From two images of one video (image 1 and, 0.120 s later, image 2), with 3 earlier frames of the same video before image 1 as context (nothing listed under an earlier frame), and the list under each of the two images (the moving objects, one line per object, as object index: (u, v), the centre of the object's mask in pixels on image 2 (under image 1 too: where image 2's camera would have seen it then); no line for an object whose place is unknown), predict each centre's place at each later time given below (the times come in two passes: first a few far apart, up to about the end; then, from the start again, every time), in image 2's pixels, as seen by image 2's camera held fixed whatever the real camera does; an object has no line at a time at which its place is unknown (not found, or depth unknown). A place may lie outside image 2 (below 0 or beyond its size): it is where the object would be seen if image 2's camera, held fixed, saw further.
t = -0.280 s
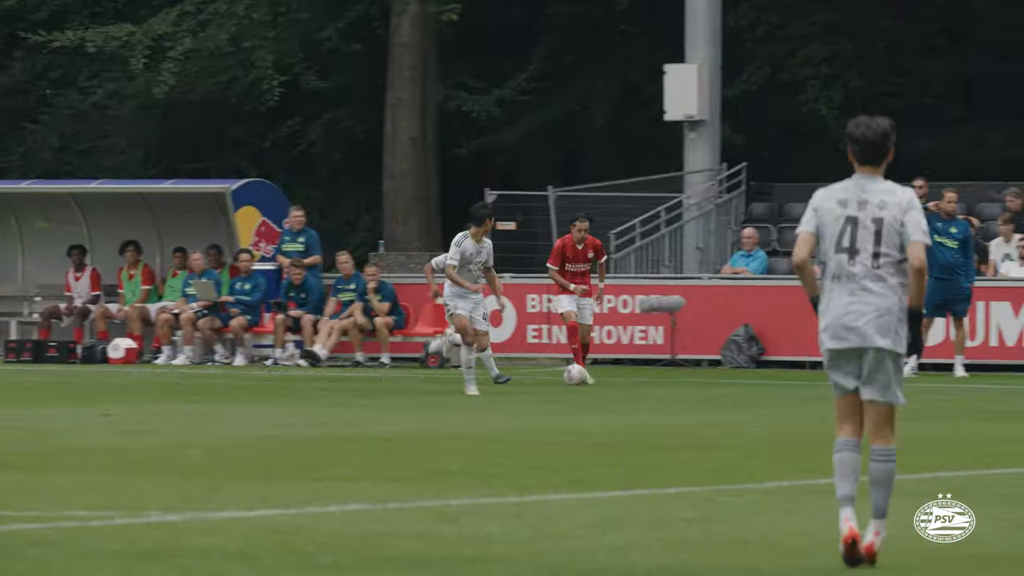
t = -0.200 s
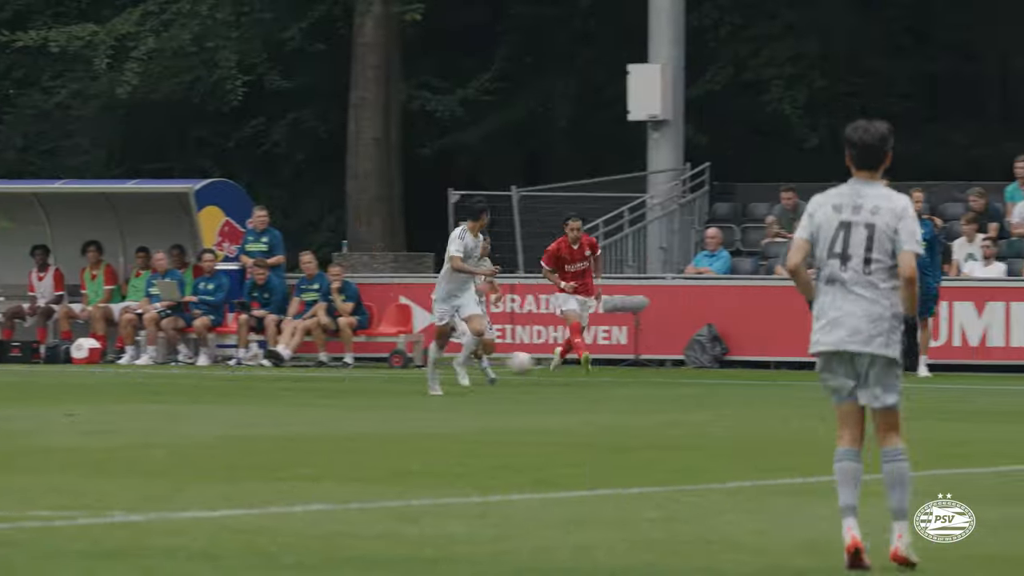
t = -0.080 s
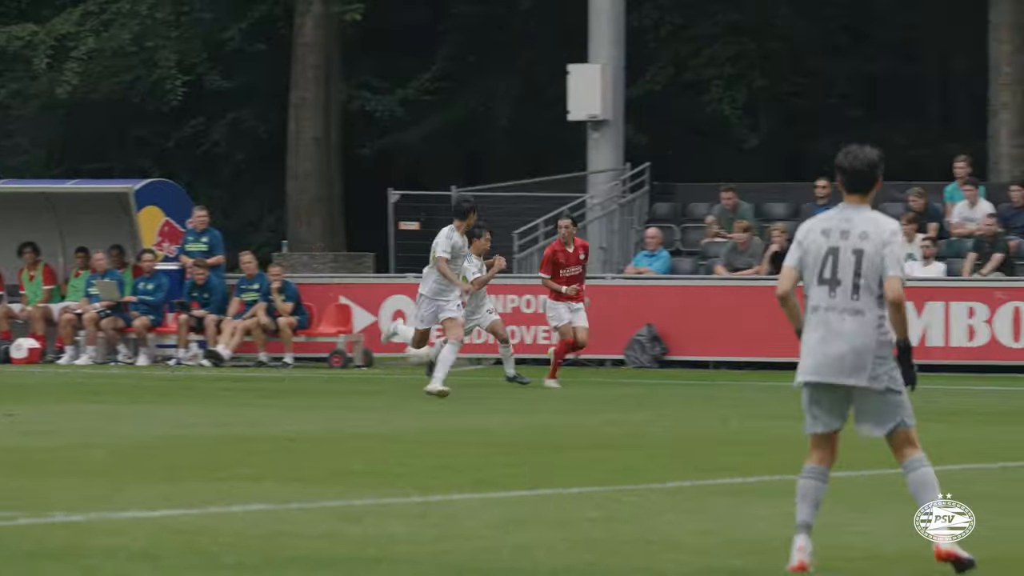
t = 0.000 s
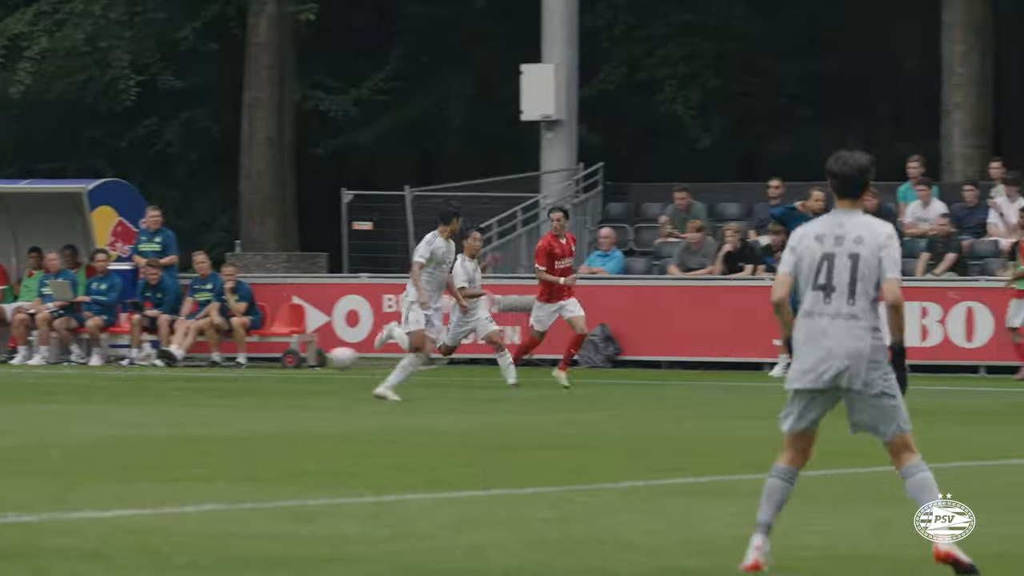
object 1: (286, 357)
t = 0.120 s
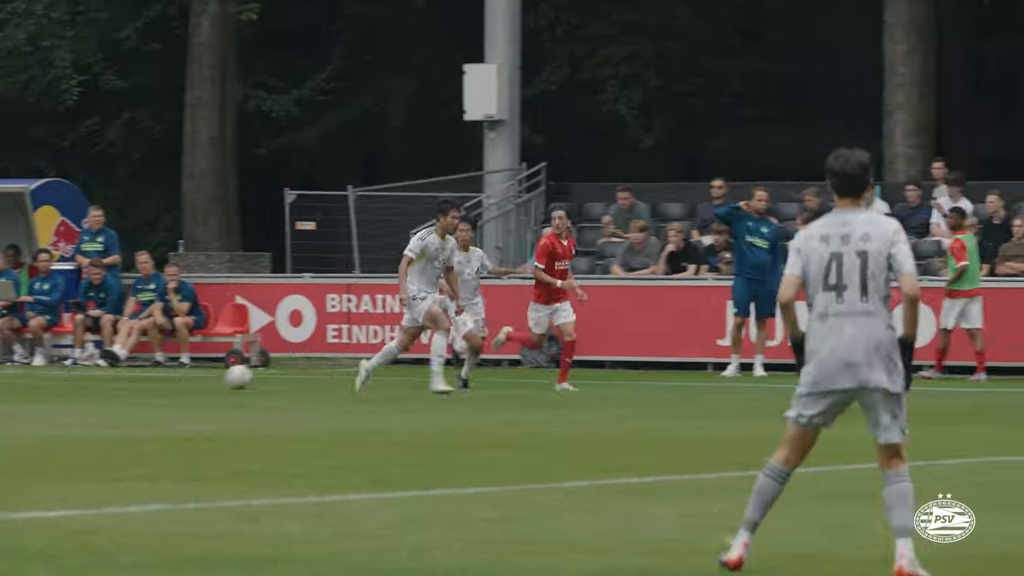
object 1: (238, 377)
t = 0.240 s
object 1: (195, 376)
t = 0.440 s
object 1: (125, 379)
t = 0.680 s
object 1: (47, 383)
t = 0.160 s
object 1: (221, 385)
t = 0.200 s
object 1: (208, 381)
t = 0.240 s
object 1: (195, 376)
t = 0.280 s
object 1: (181, 372)
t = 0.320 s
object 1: (168, 371)
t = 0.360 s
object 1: (153, 372)
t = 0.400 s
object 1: (139, 374)
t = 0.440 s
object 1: (125, 379)
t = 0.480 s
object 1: (109, 386)
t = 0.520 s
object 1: (95, 394)
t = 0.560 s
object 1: (83, 392)
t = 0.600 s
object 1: (71, 387)
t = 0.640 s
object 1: (59, 385)
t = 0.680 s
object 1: (47, 383)
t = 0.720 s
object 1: (35, 385)
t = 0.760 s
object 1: (23, 388)
